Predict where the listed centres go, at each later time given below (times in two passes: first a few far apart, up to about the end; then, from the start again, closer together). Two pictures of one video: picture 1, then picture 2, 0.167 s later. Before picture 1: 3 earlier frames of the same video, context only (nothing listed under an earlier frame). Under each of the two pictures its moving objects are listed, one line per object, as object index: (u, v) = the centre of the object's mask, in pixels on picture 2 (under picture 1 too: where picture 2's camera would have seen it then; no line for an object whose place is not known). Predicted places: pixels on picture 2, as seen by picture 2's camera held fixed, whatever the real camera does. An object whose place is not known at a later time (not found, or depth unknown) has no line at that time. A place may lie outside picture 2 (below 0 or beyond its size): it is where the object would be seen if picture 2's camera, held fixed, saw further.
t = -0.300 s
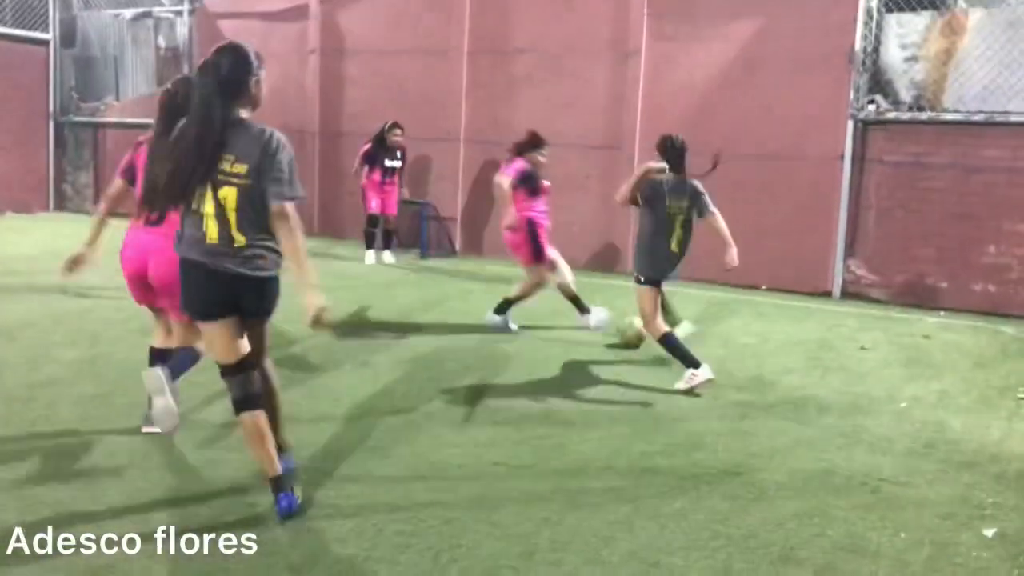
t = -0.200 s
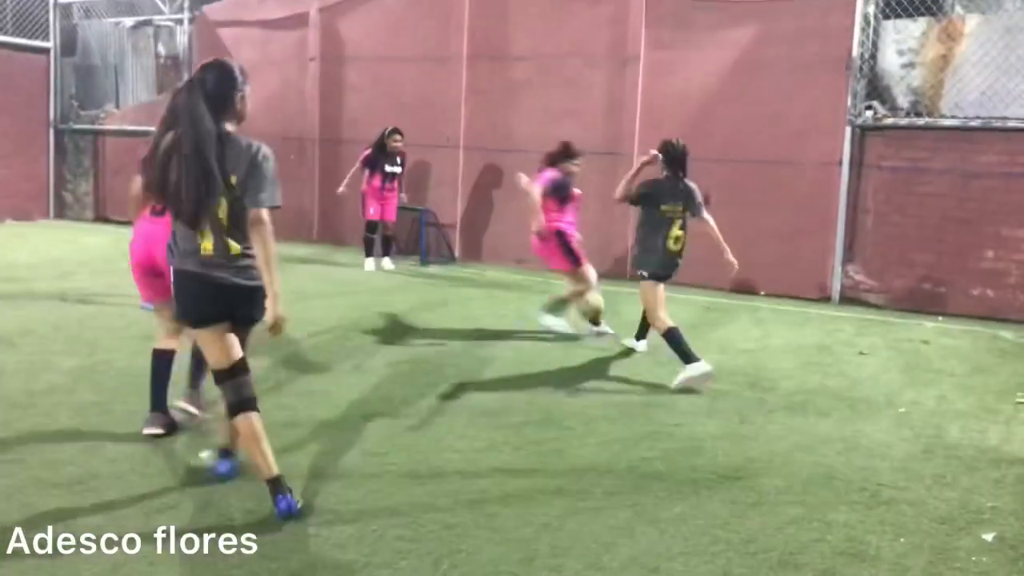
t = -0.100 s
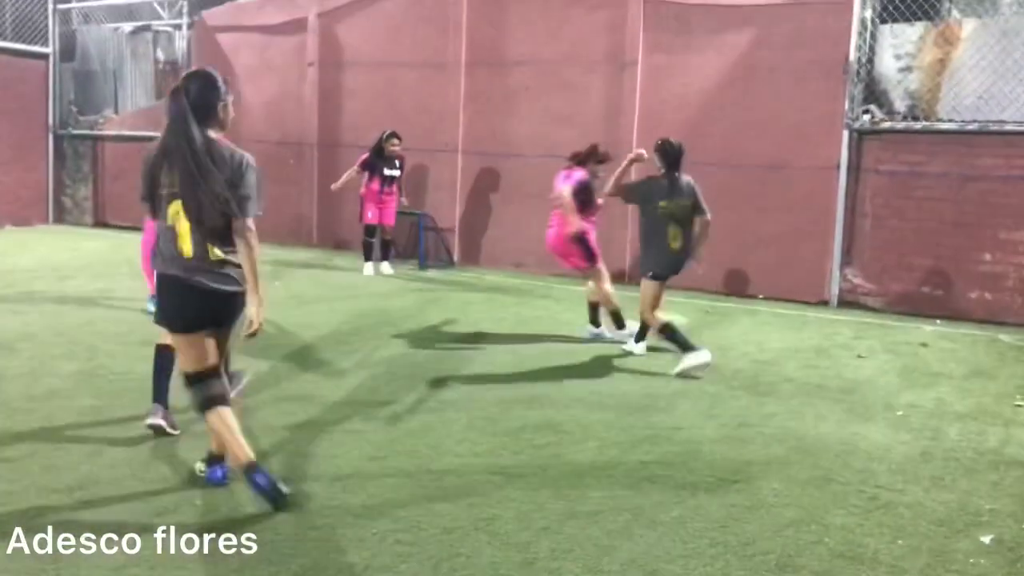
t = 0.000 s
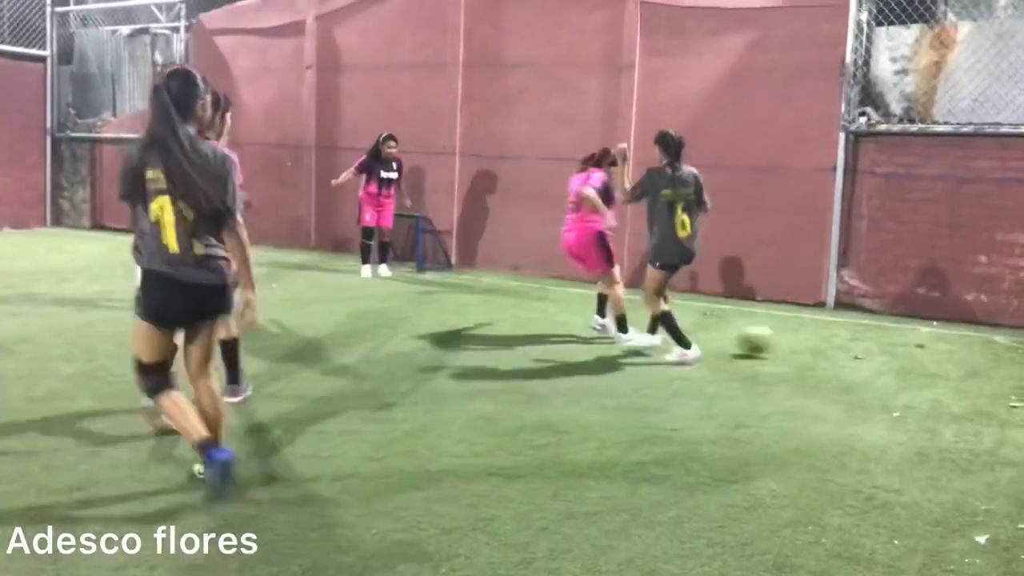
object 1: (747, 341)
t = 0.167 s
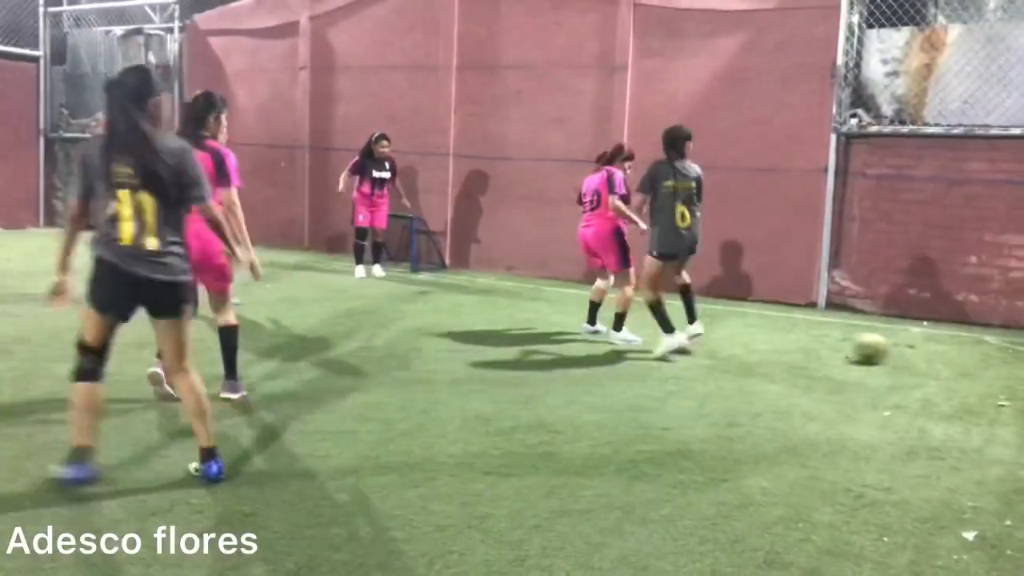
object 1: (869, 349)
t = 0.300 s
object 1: (953, 354)
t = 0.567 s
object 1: (1018, 340)
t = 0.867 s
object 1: (958, 337)
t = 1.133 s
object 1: (937, 330)
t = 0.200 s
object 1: (892, 350)
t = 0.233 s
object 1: (913, 349)
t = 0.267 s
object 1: (933, 351)
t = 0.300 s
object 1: (953, 354)
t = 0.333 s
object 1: (973, 356)
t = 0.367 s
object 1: (992, 355)
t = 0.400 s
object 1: (1012, 358)
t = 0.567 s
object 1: (1018, 340)
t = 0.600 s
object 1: (1009, 338)
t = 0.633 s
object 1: (1000, 337)
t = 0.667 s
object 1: (990, 338)
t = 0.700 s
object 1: (980, 342)
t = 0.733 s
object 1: (973, 342)
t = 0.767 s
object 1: (969, 339)
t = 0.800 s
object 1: (965, 338)
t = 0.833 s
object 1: (961, 337)
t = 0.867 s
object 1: (958, 337)
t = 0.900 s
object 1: (956, 336)
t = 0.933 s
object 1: (953, 335)
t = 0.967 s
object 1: (951, 334)
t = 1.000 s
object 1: (948, 333)
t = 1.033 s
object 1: (945, 332)
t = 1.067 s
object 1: (942, 331)
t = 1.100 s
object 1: (940, 331)
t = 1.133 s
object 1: (937, 330)
